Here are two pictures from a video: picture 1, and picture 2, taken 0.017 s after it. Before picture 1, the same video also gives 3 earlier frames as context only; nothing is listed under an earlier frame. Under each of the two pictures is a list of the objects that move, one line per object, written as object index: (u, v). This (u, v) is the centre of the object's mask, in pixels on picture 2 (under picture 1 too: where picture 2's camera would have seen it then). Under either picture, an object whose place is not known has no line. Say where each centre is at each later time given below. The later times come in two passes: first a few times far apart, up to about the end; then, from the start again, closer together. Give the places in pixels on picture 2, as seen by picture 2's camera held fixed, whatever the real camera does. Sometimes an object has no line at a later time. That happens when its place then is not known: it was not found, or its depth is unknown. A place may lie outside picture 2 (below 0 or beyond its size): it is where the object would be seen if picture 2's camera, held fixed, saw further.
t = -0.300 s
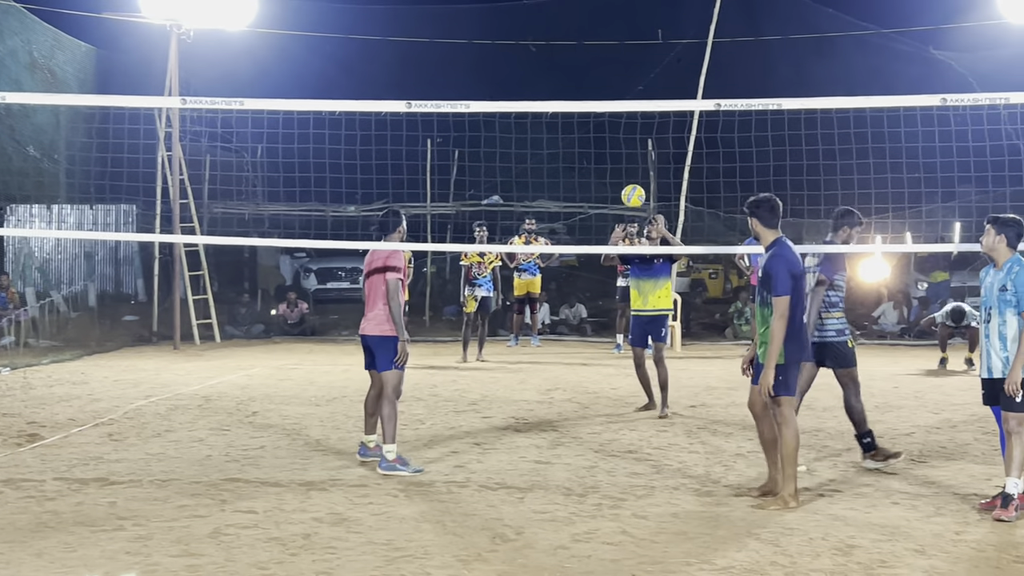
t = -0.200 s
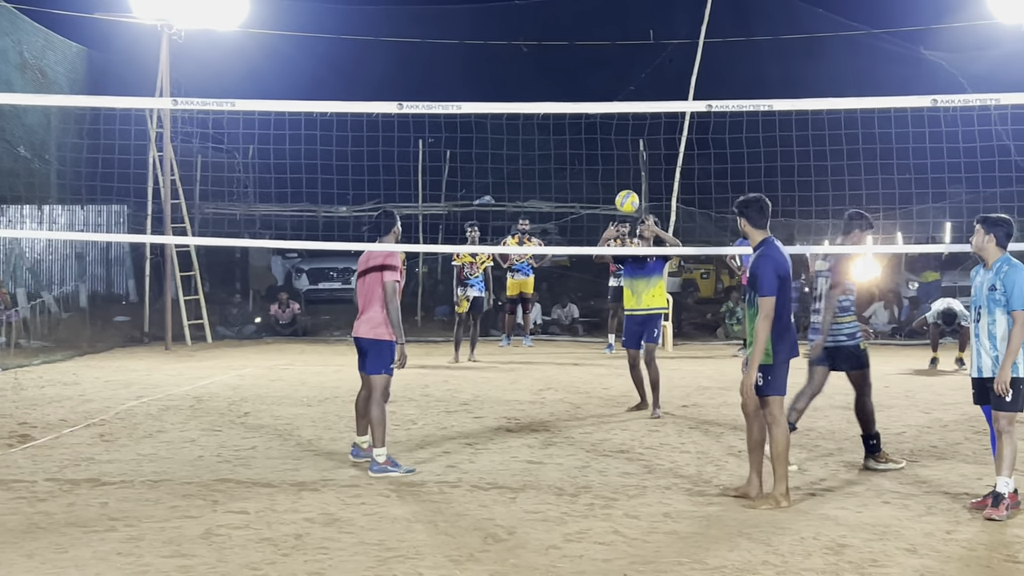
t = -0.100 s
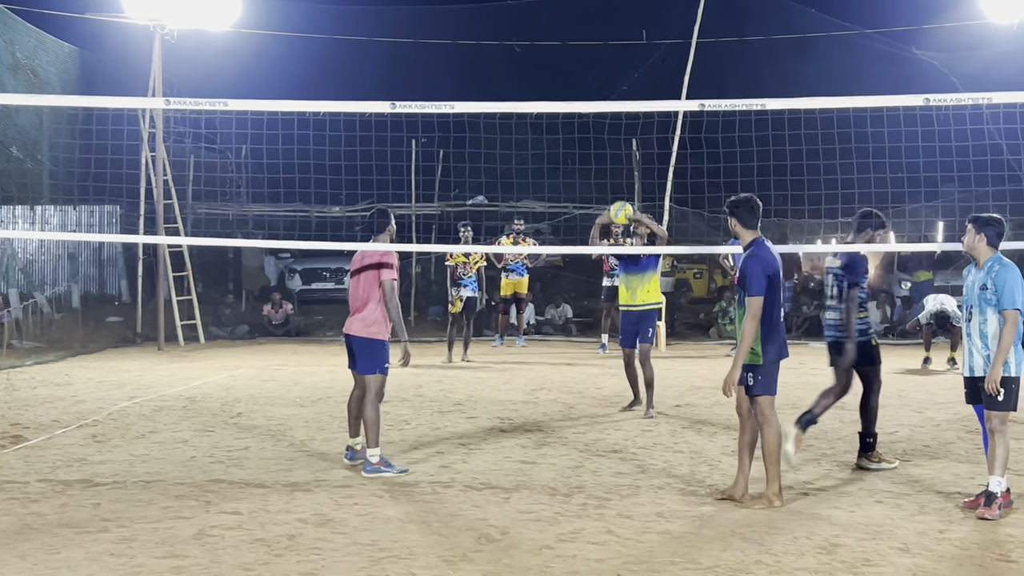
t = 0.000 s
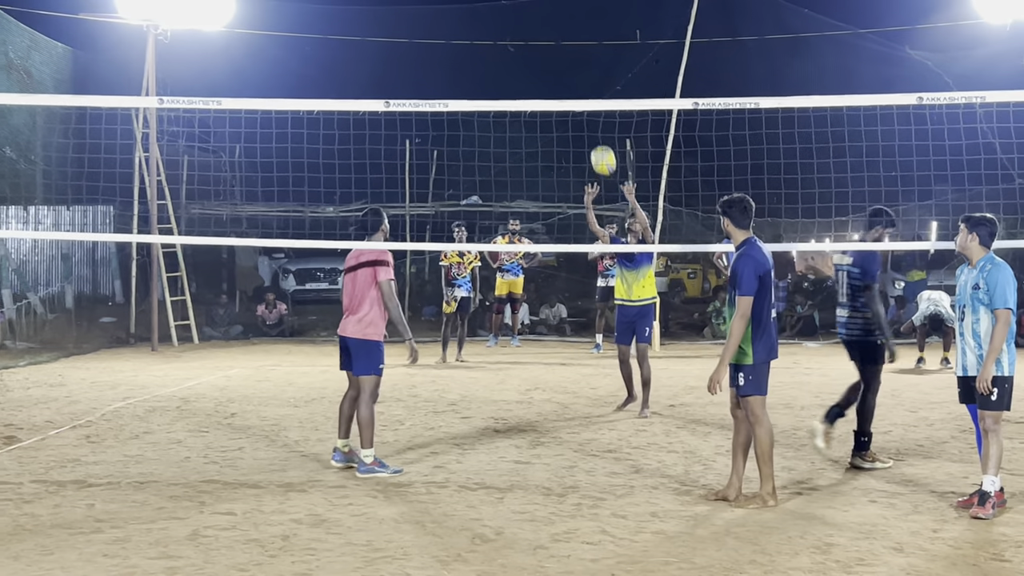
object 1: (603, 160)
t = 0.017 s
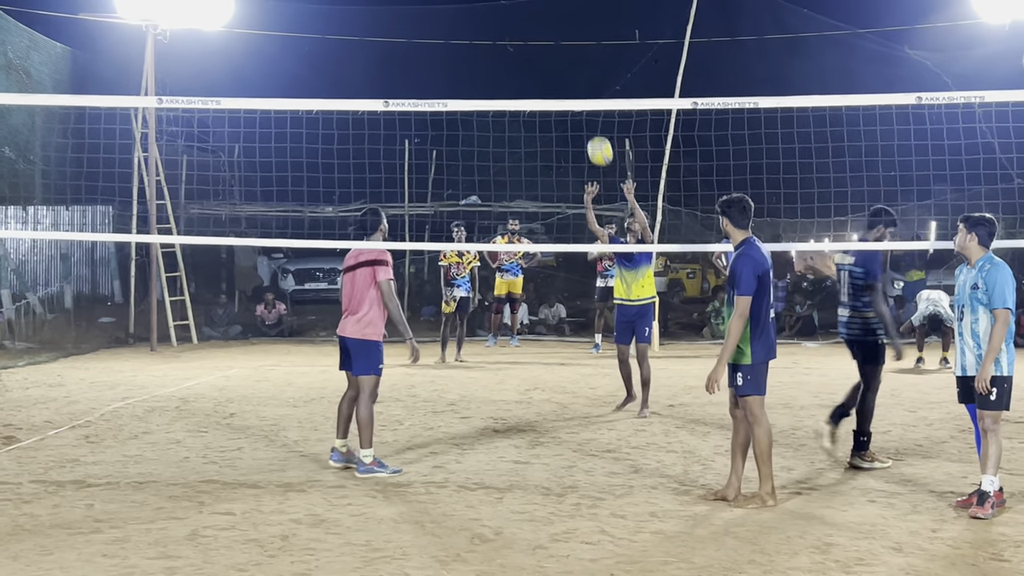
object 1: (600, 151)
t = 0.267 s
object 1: (560, 46)
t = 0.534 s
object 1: (516, 12)
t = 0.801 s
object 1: (471, 69)
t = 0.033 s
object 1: (597, 142)
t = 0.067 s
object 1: (591, 125)
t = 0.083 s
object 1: (589, 120)
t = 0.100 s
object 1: (587, 116)
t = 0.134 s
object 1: (580, 90)
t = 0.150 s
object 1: (578, 86)
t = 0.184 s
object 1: (573, 74)
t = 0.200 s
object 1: (570, 68)
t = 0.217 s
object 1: (567, 62)
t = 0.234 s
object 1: (565, 57)
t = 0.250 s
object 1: (562, 51)
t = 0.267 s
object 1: (560, 46)
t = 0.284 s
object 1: (557, 41)
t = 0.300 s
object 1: (554, 37)
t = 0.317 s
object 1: (552, 33)
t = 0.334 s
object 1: (549, 29)
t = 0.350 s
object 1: (546, 26)
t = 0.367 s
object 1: (544, 23)
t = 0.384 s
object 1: (541, 20)
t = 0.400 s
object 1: (538, 18)
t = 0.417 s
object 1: (535, 16)
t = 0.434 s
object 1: (533, 14)
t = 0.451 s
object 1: (530, 13)
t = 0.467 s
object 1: (527, 13)
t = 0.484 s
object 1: (524, 12)
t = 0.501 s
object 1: (522, 12)
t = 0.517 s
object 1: (519, 12)
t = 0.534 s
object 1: (516, 12)
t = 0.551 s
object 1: (514, 13)
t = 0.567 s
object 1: (511, 14)
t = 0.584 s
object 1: (508, 15)
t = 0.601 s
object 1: (505, 17)
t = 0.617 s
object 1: (502, 19)
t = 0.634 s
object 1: (499, 22)
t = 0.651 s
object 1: (496, 25)
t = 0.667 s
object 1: (494, 28)
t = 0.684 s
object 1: (491, 32)
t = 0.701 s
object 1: (488, 36)
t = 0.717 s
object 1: (485, 40)
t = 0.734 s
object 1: (482, 46)
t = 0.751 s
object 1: (480, 51)
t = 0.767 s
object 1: (477, 56)
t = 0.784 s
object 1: (474, 63)
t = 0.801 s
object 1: (471, 69)
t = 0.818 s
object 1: (468, 76)
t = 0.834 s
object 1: (465, 84)
